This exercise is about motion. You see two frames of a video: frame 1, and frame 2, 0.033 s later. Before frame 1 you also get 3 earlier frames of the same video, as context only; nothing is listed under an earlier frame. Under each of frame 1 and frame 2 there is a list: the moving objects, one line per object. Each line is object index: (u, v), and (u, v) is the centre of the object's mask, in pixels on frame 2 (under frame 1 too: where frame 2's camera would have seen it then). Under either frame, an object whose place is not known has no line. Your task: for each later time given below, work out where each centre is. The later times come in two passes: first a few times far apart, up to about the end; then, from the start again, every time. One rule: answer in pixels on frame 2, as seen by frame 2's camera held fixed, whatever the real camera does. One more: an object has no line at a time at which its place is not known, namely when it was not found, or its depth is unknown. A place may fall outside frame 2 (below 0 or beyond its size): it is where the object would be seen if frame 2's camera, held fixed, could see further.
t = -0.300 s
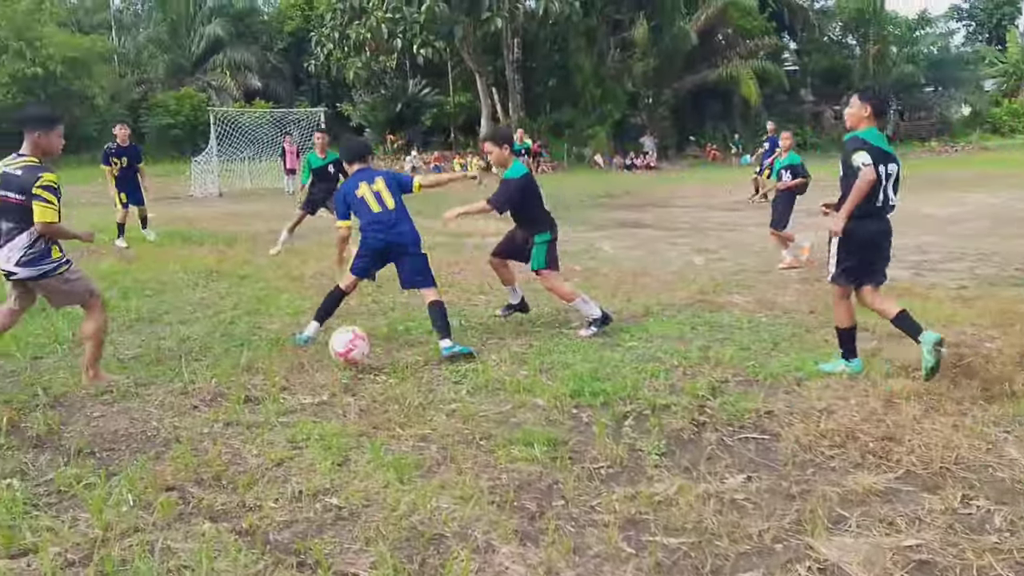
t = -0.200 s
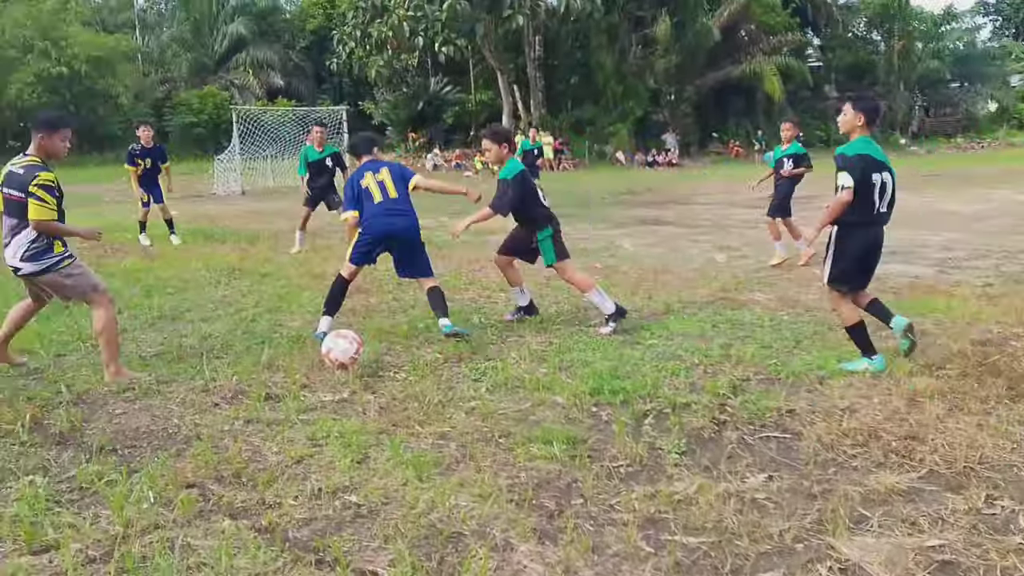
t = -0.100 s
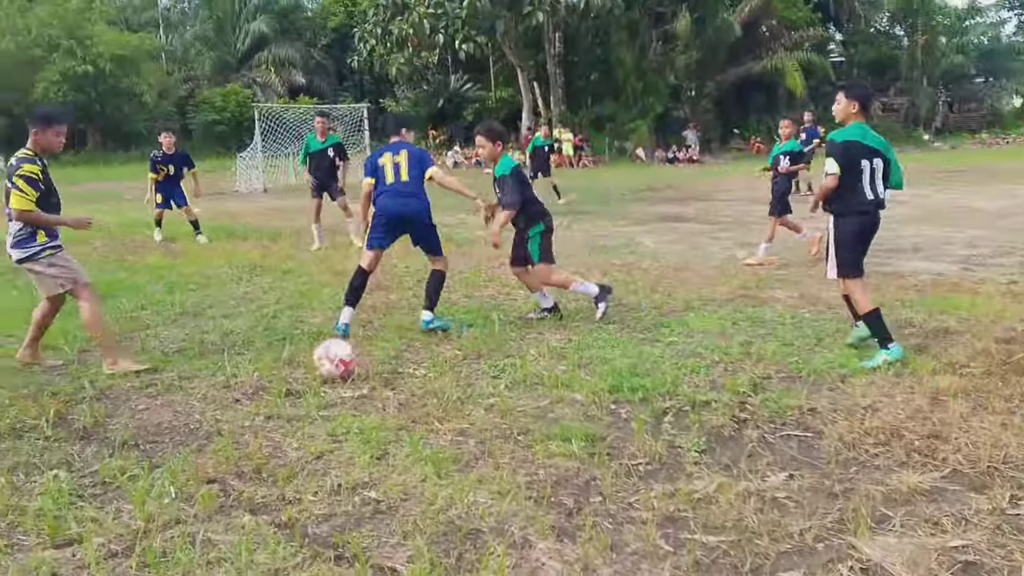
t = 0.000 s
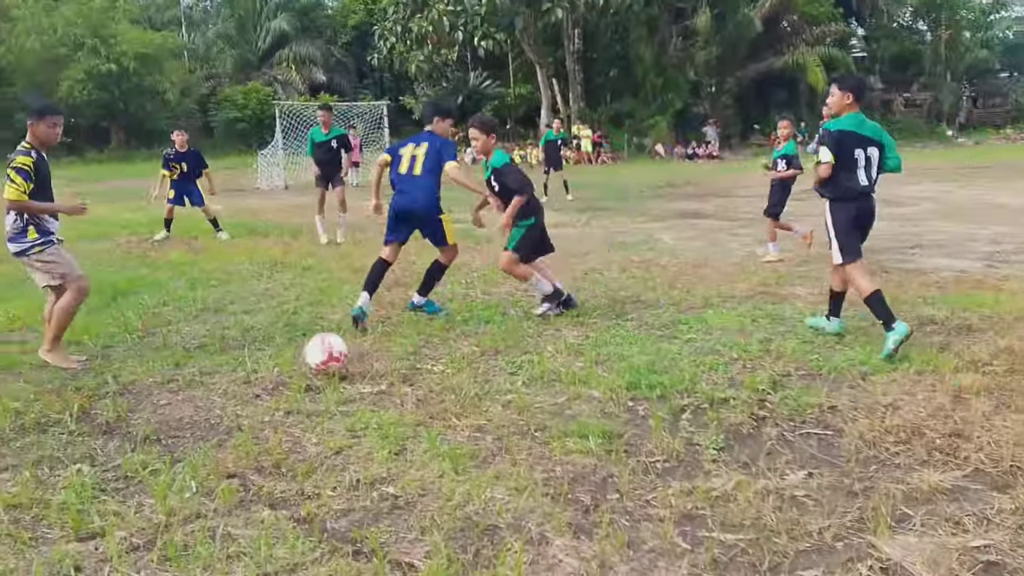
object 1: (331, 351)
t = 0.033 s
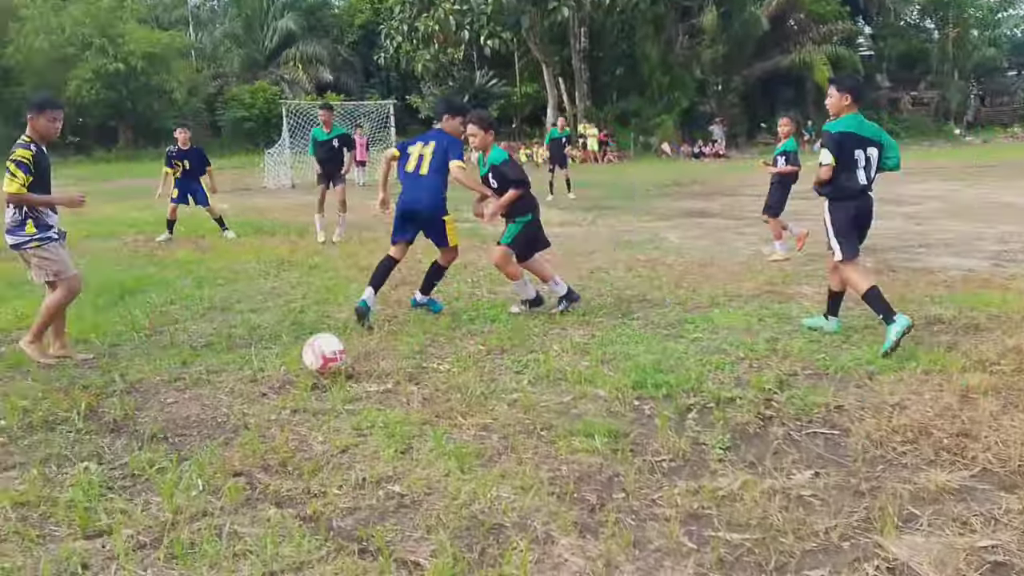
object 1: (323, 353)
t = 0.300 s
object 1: (260, 369)
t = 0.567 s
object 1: (198, 384)
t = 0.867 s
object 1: (122, 410)
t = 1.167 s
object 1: (48, 417)
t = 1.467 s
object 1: (-7, 423)
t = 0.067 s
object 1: (315, 357)
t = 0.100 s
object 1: (308, 361)
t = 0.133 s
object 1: (299, 360)
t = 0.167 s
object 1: (290, 359)
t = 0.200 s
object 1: (282, 361)
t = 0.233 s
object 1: (275, 366)
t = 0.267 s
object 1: (267, 370)
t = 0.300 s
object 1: (260, 369)
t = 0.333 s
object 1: (253, 367)
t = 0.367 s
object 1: (244, 368)
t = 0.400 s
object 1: (236, 371)
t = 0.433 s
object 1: (230, 376)
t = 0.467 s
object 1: (222, 380)
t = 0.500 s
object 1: (214, 380)
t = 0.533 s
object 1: (207, 381)
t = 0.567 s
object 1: (198, 384)
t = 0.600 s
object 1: (190, 386)
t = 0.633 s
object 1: (184, 390)
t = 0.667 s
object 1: (174, 392)
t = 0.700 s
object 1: (166, 394)
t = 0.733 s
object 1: (157, 398)
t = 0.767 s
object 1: (149, 402)
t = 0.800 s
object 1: (140, 404)
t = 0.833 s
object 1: (131, 407)
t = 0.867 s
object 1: (122, 410)
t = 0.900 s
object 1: (113, 412)
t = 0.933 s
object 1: (103, 413)
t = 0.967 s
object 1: (94, 416)
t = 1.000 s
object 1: (85, 415)
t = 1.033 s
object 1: (77, 416)
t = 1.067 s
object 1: (69, 415)
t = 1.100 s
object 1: (61, 416)
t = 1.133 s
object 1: (54, 417)
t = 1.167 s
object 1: (48, 417)
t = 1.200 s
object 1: (40, 418)
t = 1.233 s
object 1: (33, 419)
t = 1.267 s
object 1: (26, 420)
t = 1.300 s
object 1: (20, 422)
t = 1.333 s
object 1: (15, 423)
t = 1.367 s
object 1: (10, 422)
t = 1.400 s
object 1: (4, 423)
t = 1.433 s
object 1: (-1, 424)
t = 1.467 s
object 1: (-7, 423)
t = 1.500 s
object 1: (-12, 424)
